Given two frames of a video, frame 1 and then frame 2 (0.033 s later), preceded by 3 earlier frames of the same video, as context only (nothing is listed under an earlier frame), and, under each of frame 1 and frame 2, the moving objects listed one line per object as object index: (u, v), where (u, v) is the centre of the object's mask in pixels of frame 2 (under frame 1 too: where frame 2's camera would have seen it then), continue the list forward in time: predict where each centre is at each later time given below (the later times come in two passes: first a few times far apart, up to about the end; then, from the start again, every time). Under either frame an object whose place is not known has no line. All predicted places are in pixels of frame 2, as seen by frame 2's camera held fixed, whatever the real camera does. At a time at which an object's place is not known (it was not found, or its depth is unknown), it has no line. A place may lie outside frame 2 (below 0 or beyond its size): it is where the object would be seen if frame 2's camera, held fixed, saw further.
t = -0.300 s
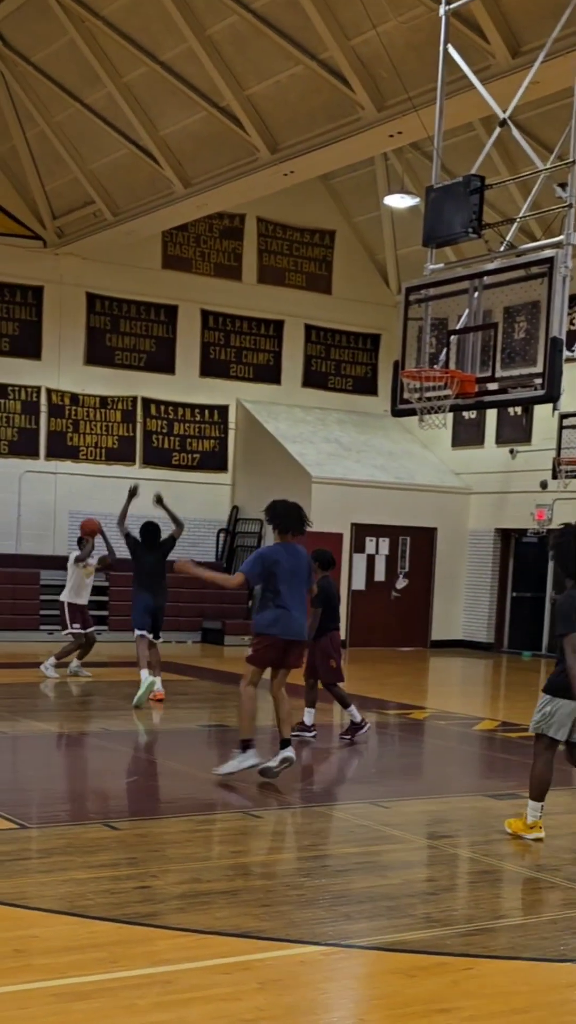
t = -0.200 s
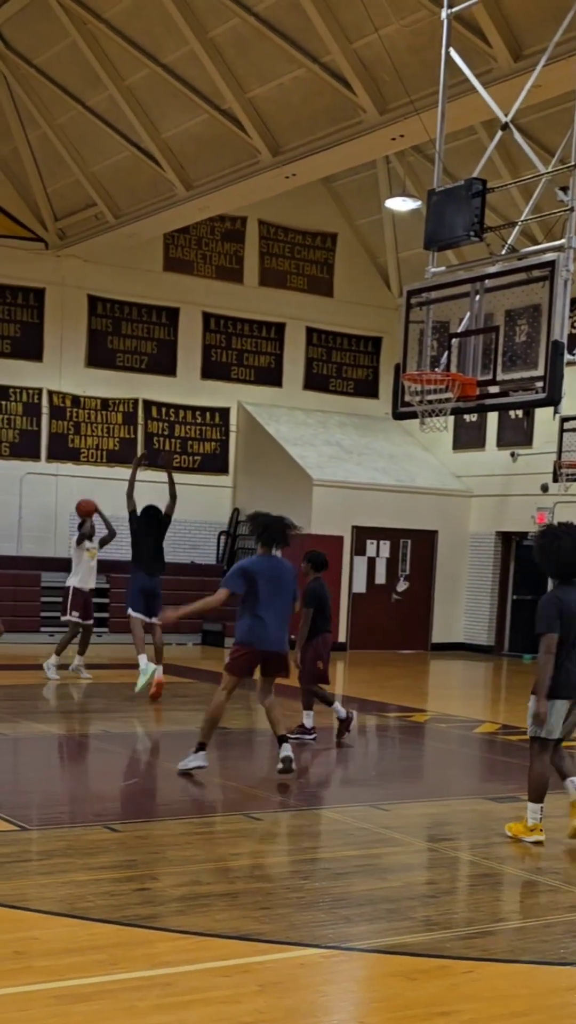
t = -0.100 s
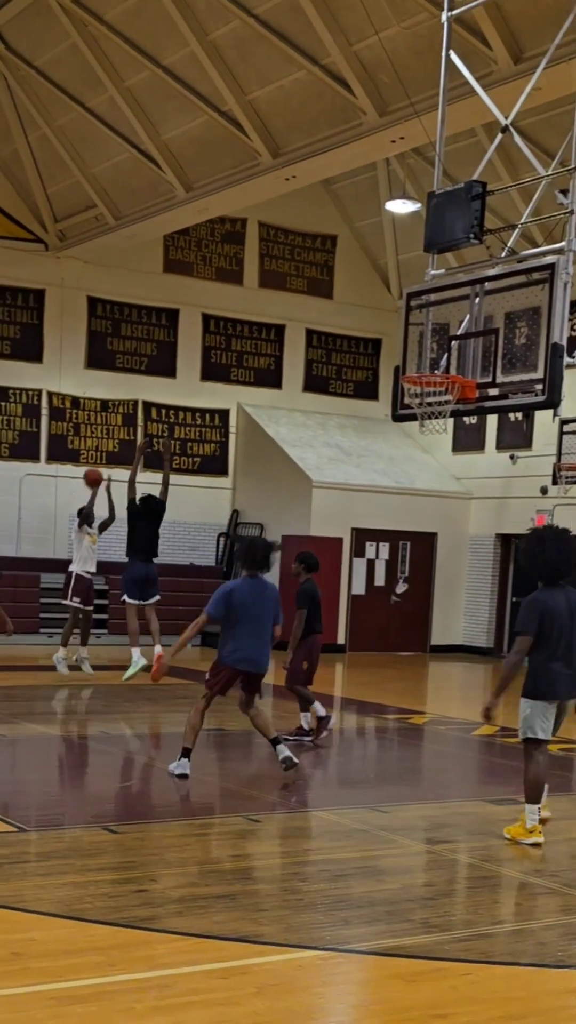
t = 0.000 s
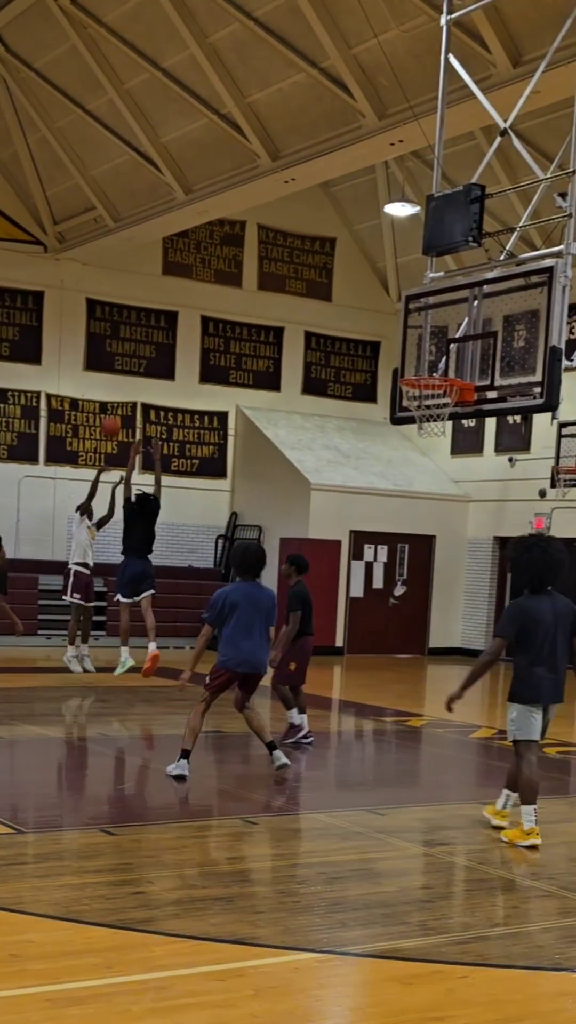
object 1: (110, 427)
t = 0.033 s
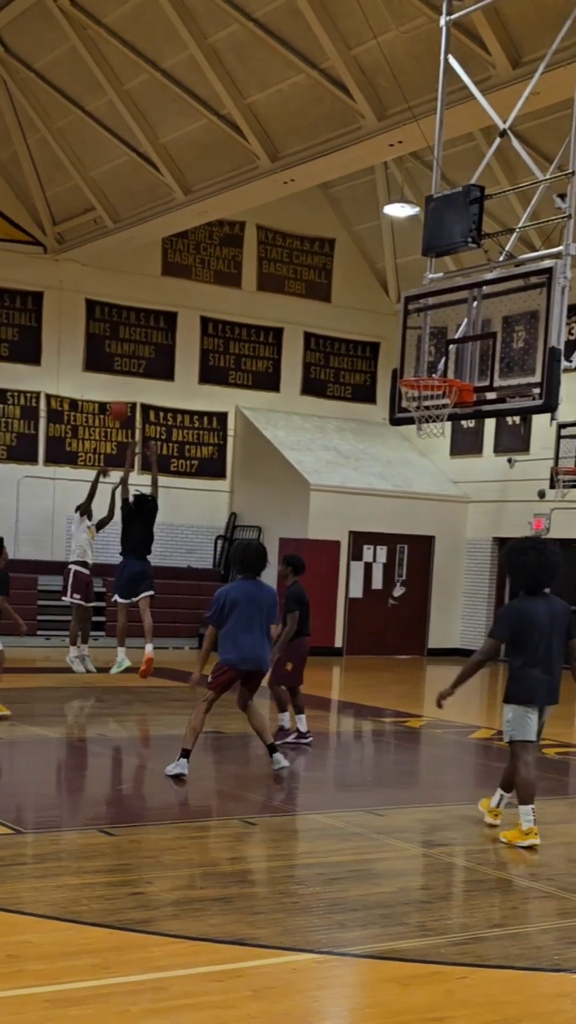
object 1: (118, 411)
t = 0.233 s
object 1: (163, 324)
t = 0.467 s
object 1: (220, 258)
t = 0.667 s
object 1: (272, 239)
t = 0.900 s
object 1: (340, 272)
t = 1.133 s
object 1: (421, 368)
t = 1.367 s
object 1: (426, 319)
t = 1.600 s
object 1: (399, 288)
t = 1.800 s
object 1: (373, 316)
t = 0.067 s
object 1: (125, 395)
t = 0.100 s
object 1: (132, 379)
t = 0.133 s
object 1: (140, 364)
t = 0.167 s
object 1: (147, 350)
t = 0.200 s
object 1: (156, 336)
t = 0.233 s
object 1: (163, 324)
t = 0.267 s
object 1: (171, 313)
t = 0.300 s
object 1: (179, 302)
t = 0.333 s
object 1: (187, 291)
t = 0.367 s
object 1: (195, 281)
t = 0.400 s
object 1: (203, 272)
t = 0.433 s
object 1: (212, 265)
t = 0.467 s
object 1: (220, 258)
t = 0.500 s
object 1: (228, 253)
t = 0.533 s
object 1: (237, 248)
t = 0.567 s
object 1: (245, 244)
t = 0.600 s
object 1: (254, 242)
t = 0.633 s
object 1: (263, 240)
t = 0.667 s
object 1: (272, 239)
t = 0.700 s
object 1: (281, 240)
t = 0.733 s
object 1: (289, 243)
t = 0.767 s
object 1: (297, 244)
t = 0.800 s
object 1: (308, 248)
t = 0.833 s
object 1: (319, 257)
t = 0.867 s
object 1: (330, 263)
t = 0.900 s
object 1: (340, 272)
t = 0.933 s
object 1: (350, 282)
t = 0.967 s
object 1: (361, 293)
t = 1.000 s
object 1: (371, 306)
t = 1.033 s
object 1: (386, 318)
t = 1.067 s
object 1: (398, 334)
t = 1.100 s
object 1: (409, 350)
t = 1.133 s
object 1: (421, 368)
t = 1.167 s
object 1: (429, 368)
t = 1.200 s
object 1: (436, 369)
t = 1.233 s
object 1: (439, 366)
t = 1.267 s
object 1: (436, 353)
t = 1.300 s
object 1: (433, 341)
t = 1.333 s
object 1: (430, 330)
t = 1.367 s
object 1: (426, 319)
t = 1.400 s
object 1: (422, 310)
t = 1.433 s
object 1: (418, 304)
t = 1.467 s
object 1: (414, 297)
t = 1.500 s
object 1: (411, 293)
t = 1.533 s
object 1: (407, 290)
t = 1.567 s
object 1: (403, 288)
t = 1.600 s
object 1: (399, 288)
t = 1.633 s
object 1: (394, 289)
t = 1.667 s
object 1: (390, 292)
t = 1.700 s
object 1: (383, 296)
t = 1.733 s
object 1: (378, 302)
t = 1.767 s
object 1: (375, 309)
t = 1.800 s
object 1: (373, 316)
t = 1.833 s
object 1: (368, 326)
